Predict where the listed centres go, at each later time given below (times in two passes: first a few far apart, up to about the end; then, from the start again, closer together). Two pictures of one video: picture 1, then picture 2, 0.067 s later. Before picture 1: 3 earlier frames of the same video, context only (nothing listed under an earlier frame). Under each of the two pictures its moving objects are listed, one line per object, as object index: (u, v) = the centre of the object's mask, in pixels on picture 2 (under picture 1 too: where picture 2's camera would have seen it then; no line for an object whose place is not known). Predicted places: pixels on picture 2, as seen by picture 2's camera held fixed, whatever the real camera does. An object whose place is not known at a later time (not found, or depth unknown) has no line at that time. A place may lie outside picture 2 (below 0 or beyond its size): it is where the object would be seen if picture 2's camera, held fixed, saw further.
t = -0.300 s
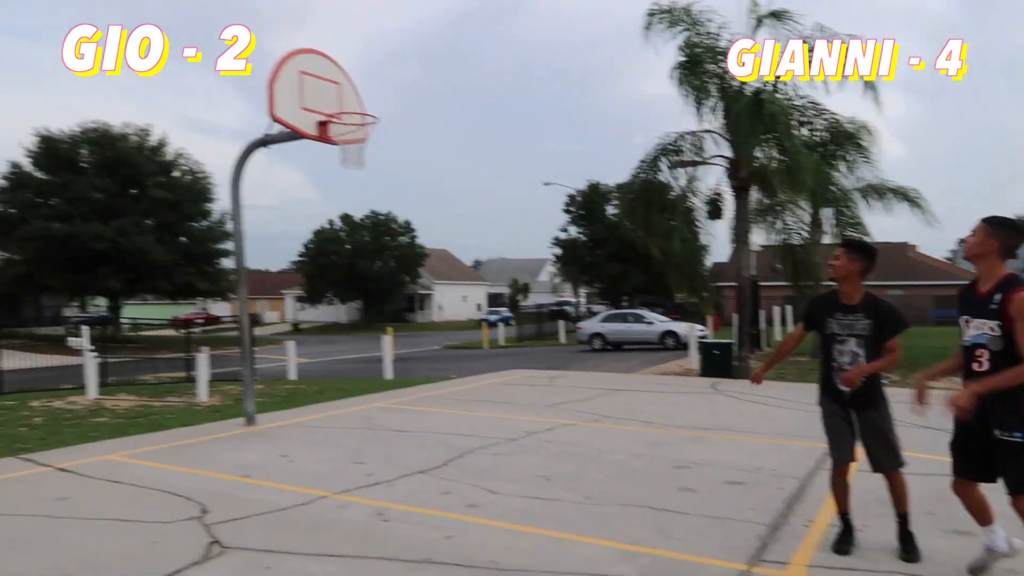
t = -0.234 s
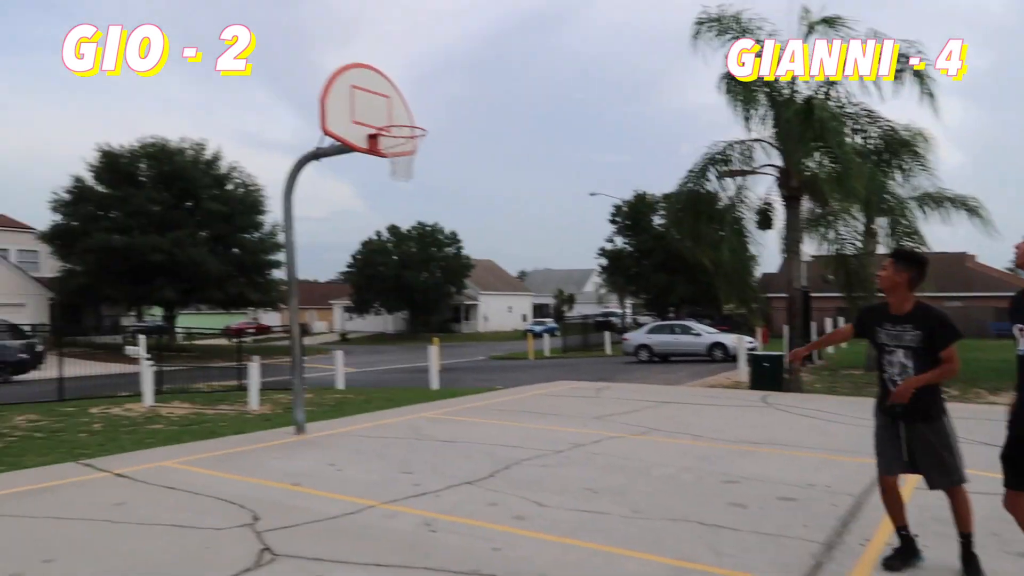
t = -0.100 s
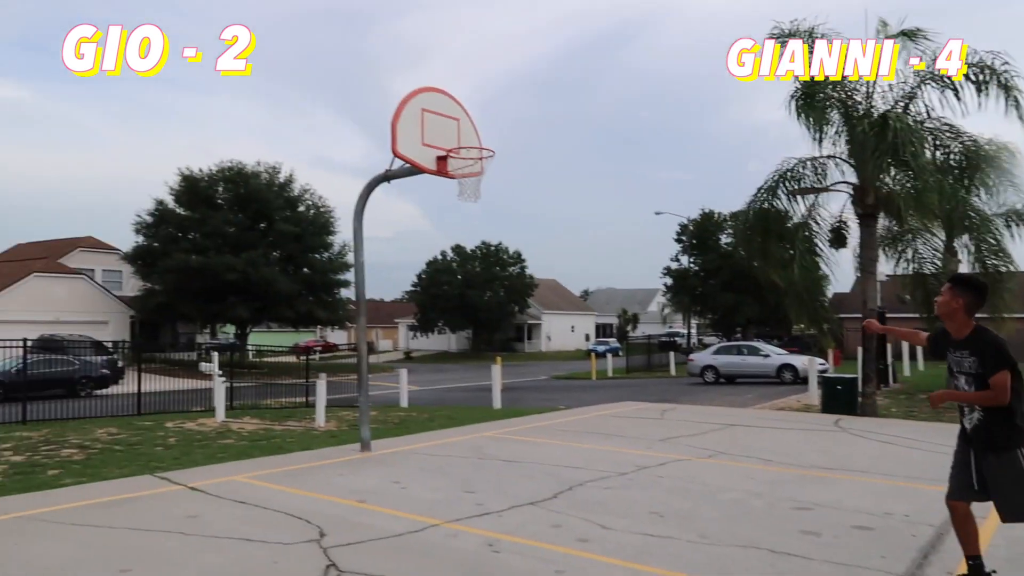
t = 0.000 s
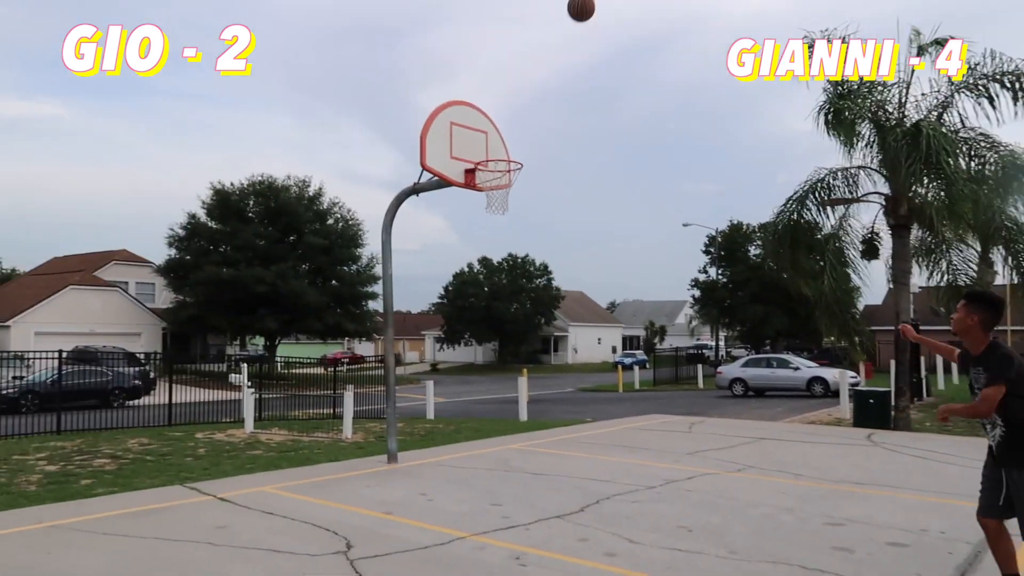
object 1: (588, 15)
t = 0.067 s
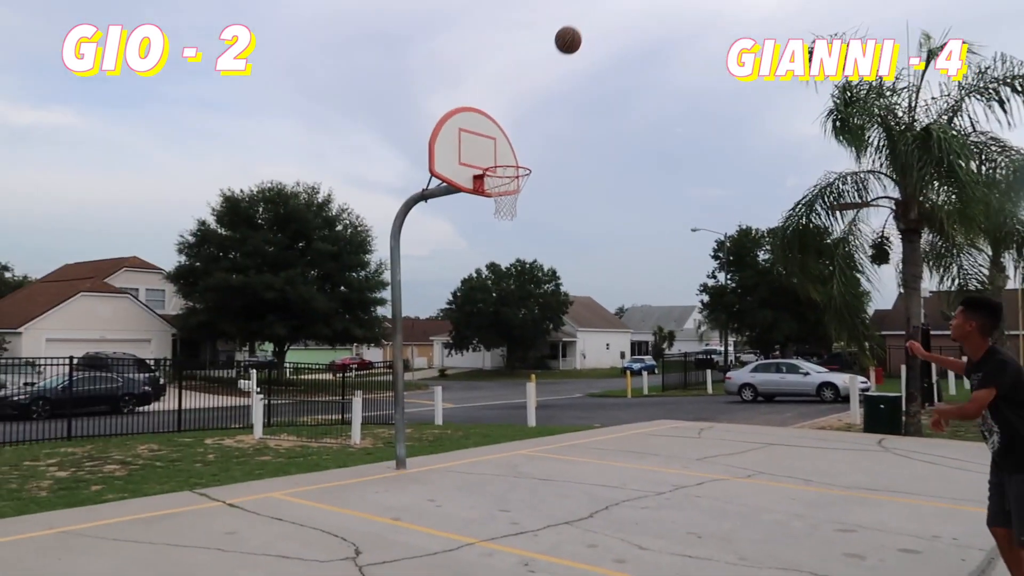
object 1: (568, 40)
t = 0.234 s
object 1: (521, 118)
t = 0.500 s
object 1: (478, 109)
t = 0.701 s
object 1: (451, 93)
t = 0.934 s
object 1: (417, 127)
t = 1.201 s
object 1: (376, 242)
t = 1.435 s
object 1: (338, 421)
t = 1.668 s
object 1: (305, 412)
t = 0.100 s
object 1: (558, 54)
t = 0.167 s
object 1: (539, 85)
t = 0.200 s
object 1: (530, 101)
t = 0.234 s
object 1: (521, 118)
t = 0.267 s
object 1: (512, 135)
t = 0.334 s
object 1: (499, 151)
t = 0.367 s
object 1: (494, 141)
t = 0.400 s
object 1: (490, 131)
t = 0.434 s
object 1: (486, 123)
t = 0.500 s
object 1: (478, 109)
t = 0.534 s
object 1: (473, 104)
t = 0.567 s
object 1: (469, 100)
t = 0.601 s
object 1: (465, 97)
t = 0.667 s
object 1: (456, 93)
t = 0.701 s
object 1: (451, 93)
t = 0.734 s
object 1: (446, 95)
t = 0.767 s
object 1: (441, 97)
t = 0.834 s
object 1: (432, 106)
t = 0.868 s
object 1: (427, 112)
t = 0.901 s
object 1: (422, 119)
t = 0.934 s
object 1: (417, 127)
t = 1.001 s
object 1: (407, 148)
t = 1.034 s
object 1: (403, 160)
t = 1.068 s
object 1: (397, 174)
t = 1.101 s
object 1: (392, 189)
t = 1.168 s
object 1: (381, 222)
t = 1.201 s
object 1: (376, 242)
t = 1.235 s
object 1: (370, 262)
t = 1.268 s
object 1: (364, 284)
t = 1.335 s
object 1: (353, 333)
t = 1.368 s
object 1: (348, 361)
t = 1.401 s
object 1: (343, 390)
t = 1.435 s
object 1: (338, 421)
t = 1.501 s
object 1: (328, 488)
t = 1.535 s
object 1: (323, 491)
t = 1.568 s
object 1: (319, 469)
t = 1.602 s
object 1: (315, 449)
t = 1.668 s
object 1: (305, 412)
